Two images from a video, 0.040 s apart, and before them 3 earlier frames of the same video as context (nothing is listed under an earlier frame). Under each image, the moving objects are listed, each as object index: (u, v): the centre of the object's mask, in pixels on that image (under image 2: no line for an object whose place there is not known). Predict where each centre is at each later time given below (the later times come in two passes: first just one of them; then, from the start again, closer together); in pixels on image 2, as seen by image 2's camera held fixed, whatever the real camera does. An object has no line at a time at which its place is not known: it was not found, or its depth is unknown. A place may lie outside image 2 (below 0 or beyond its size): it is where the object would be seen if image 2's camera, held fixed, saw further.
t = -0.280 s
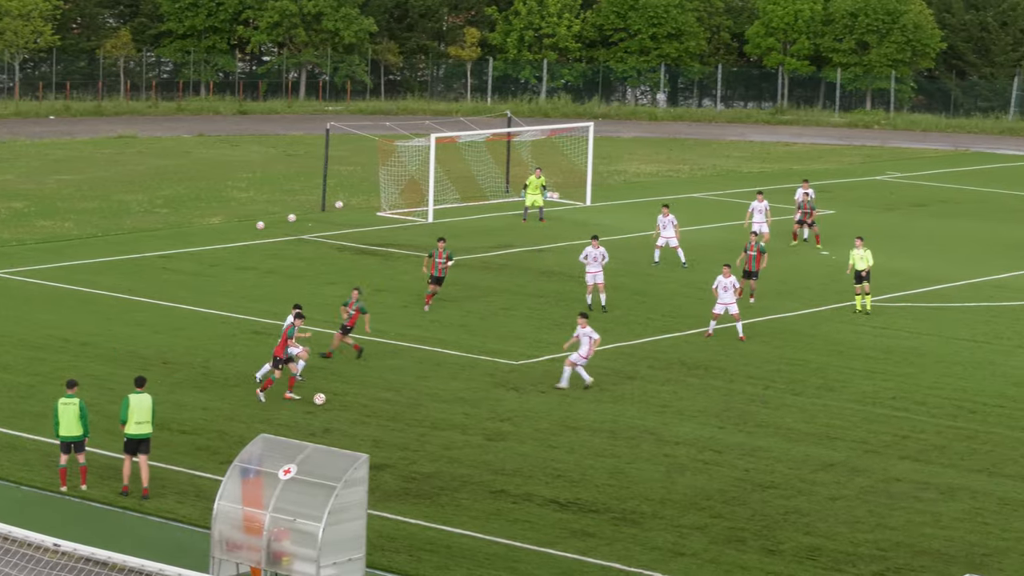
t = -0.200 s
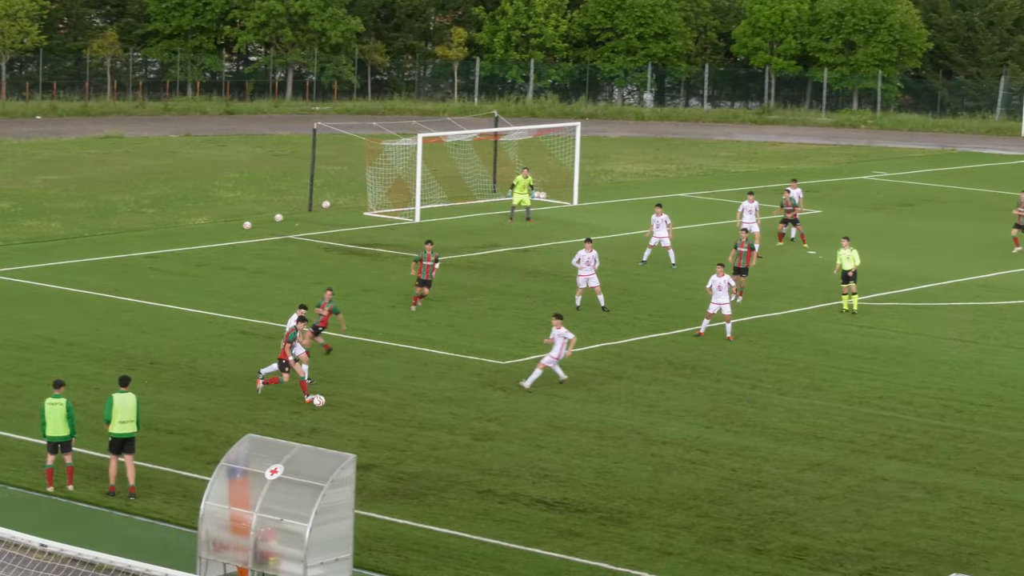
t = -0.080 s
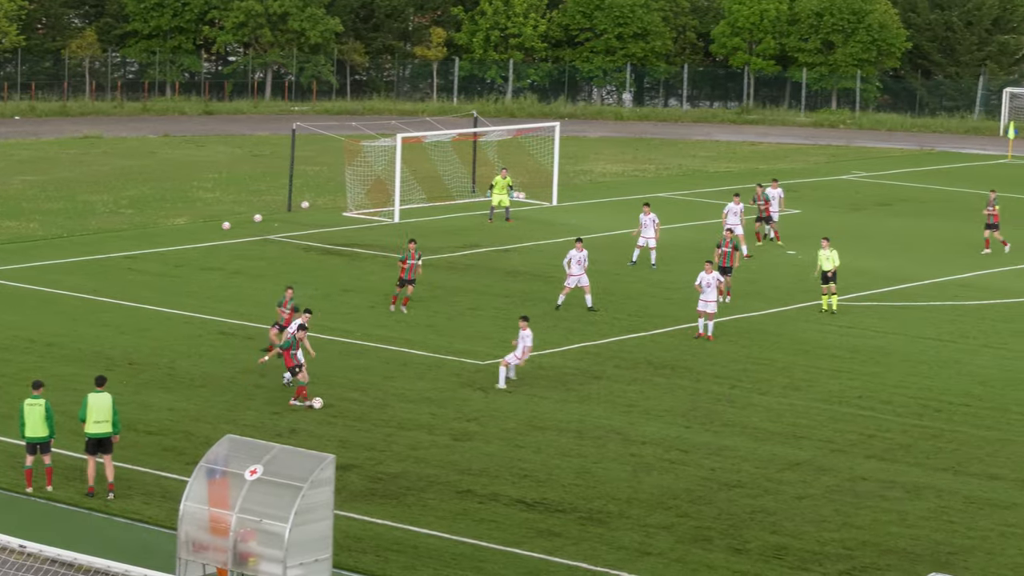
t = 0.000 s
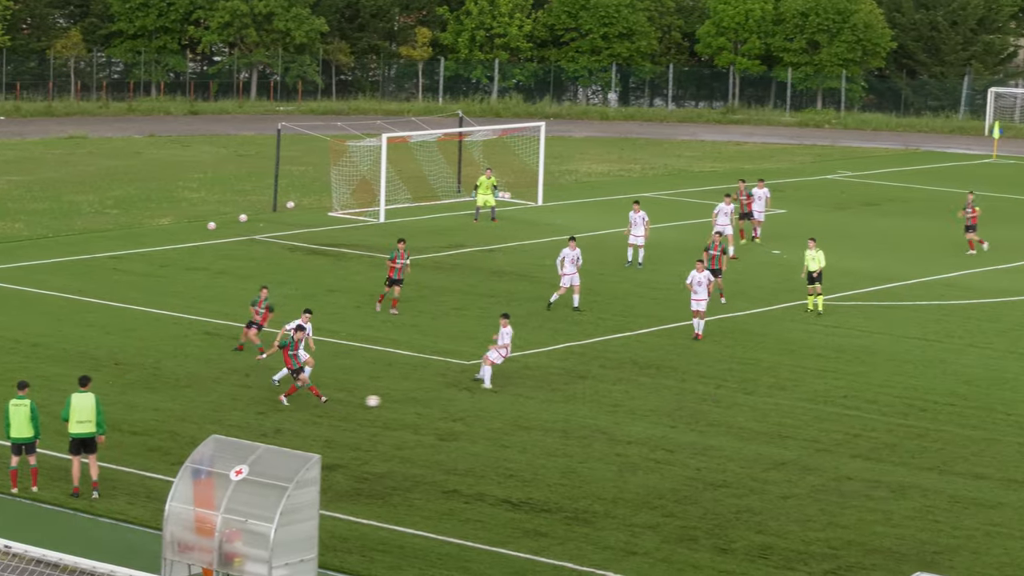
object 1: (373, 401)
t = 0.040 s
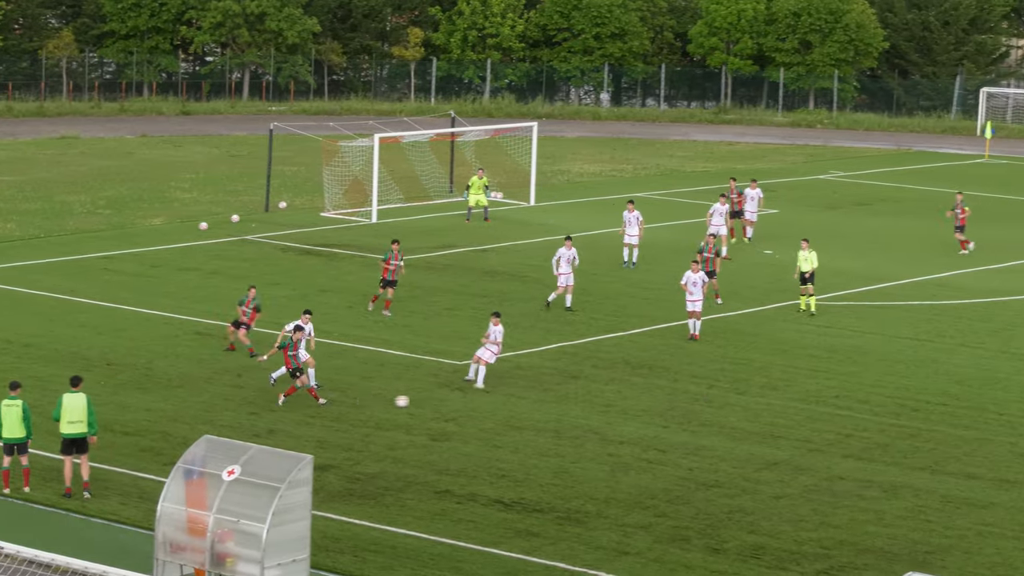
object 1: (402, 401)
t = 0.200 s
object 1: (540, 401)
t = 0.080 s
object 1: (439, 402)
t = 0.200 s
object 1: (540, 401)
